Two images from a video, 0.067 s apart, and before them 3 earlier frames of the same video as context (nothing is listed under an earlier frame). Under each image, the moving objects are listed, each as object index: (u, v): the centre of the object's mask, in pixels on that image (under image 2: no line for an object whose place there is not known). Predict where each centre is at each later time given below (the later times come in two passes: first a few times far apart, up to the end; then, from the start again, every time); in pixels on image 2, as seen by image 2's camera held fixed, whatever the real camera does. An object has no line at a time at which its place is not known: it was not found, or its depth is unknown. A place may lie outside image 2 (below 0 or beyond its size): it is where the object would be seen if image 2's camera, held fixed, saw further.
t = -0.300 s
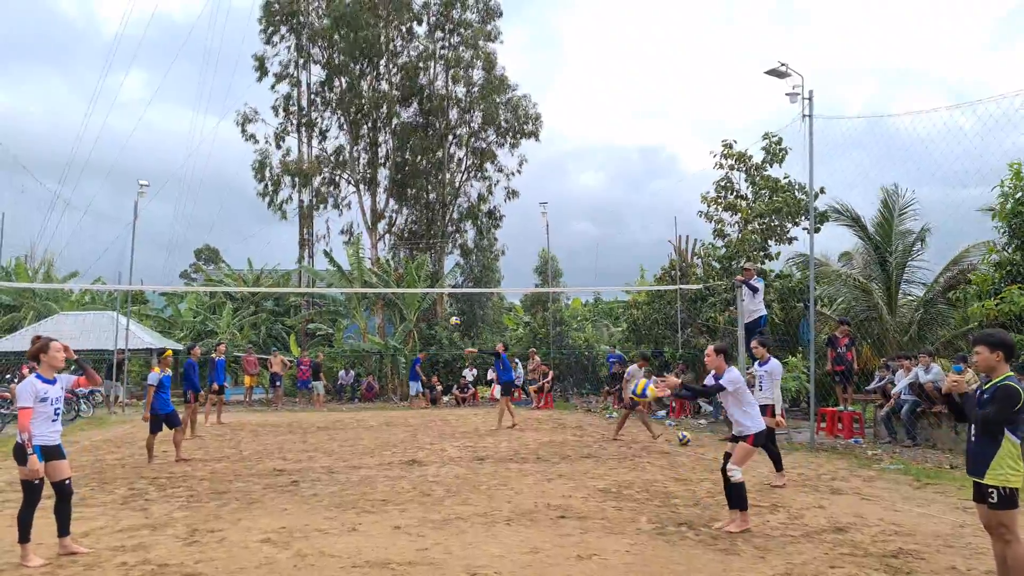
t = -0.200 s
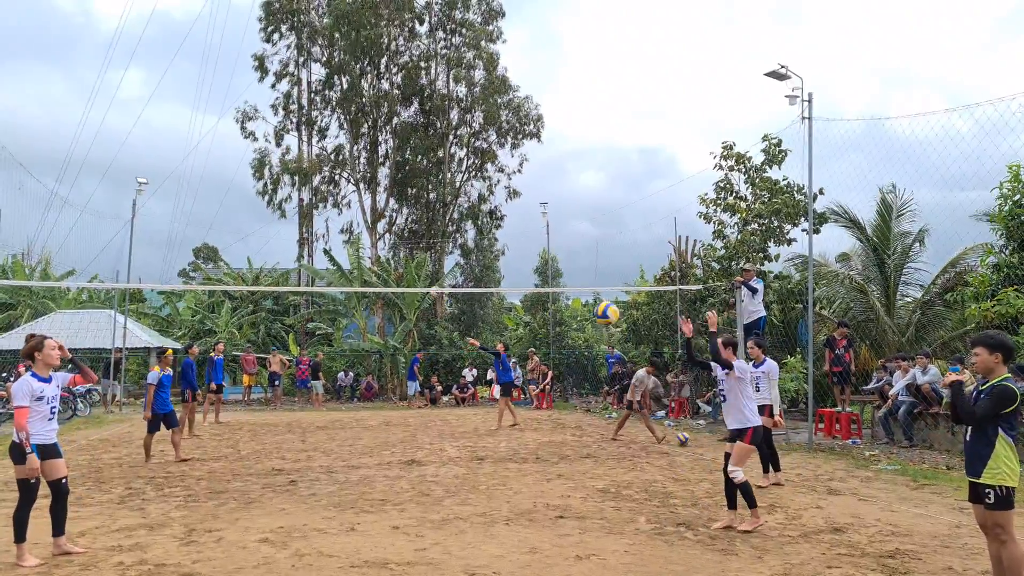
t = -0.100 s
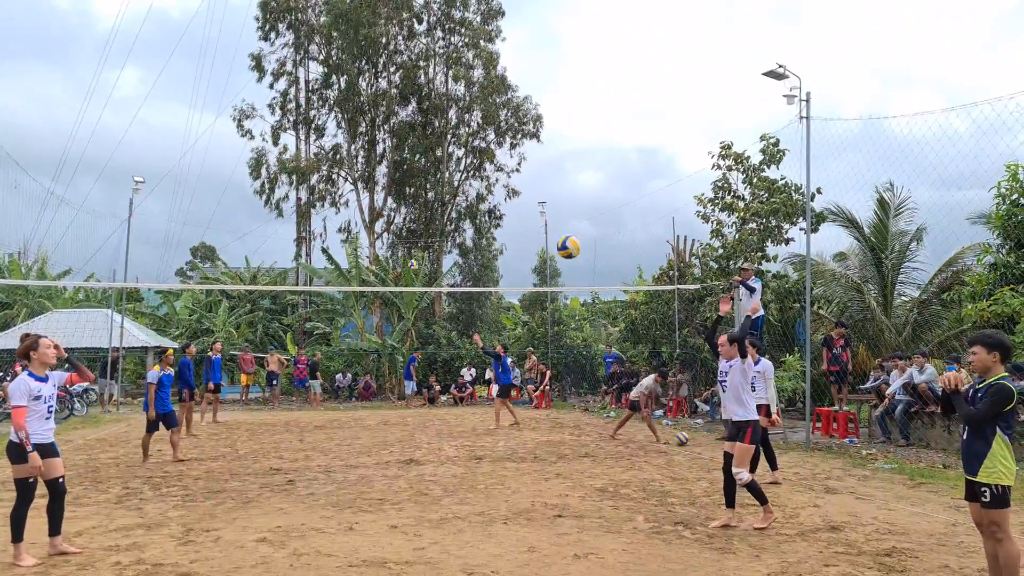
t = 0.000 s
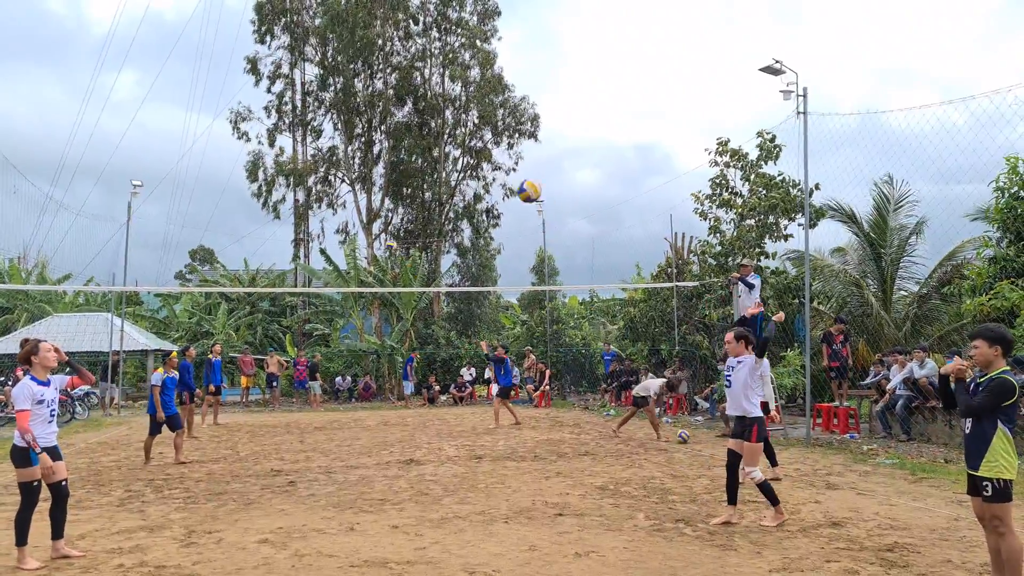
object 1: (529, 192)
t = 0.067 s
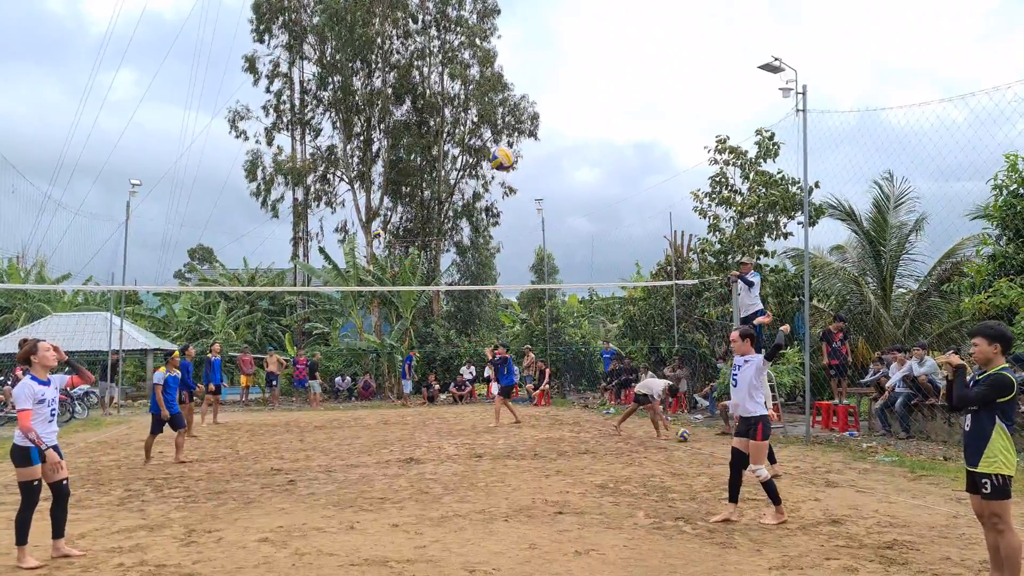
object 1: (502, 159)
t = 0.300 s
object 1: (410, 94)
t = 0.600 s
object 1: (289, 101)
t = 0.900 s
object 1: (167, 219)
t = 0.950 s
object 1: (146, 249)
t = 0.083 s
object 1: (495, 153)
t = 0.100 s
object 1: (489, 146)
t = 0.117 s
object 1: (482, 140)
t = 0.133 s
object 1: (476, 134)
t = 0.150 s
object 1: (469, 129)
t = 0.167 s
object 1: (462, 124)
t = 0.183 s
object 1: (456, 119)
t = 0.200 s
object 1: (449, 115)
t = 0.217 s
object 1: (443, 109)
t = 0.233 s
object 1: (437, 106)
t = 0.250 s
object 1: (430, 103)
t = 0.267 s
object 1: (423, 100)
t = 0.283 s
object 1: (416, 96)
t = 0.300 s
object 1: (410, 94)
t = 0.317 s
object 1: (403, 91)
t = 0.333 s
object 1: (396, 89)
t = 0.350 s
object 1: (389, 87)
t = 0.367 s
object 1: (383, 85)
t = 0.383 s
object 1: (376, 84)
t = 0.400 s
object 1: (370, 84)
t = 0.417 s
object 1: (363, 84)
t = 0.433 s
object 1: (356, 83)
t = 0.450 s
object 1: (350, 84)
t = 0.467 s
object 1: (343, 85)
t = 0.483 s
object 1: (336, 86)
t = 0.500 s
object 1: (329, 87)
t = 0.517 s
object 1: (323, 88)
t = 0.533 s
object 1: (316, 90)
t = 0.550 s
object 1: (309, 92)
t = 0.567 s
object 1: (302, 94)
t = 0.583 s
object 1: (296, 98)
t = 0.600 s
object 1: (289, 101)
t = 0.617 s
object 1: (281, 105)
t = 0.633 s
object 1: (276, 109)
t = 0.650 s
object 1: (269, 114)
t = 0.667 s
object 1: (263, 118)
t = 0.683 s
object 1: (256, 123)
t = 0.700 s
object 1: (248, 128)
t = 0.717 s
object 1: (241, 134)
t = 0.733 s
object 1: (235, 139)
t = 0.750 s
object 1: (229, 145)
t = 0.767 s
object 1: (221, 153)
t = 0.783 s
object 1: (215, 160)
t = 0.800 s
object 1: (208, 167)
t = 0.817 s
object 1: (201, 175)
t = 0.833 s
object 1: (194, 183)
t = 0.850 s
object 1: (188, 191)
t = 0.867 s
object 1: (181, 200)
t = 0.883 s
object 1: (174, 209)
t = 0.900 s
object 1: (167, 219)
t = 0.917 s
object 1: (160, 228)
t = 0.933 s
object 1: (153, 239)
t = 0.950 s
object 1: (146, 249)
